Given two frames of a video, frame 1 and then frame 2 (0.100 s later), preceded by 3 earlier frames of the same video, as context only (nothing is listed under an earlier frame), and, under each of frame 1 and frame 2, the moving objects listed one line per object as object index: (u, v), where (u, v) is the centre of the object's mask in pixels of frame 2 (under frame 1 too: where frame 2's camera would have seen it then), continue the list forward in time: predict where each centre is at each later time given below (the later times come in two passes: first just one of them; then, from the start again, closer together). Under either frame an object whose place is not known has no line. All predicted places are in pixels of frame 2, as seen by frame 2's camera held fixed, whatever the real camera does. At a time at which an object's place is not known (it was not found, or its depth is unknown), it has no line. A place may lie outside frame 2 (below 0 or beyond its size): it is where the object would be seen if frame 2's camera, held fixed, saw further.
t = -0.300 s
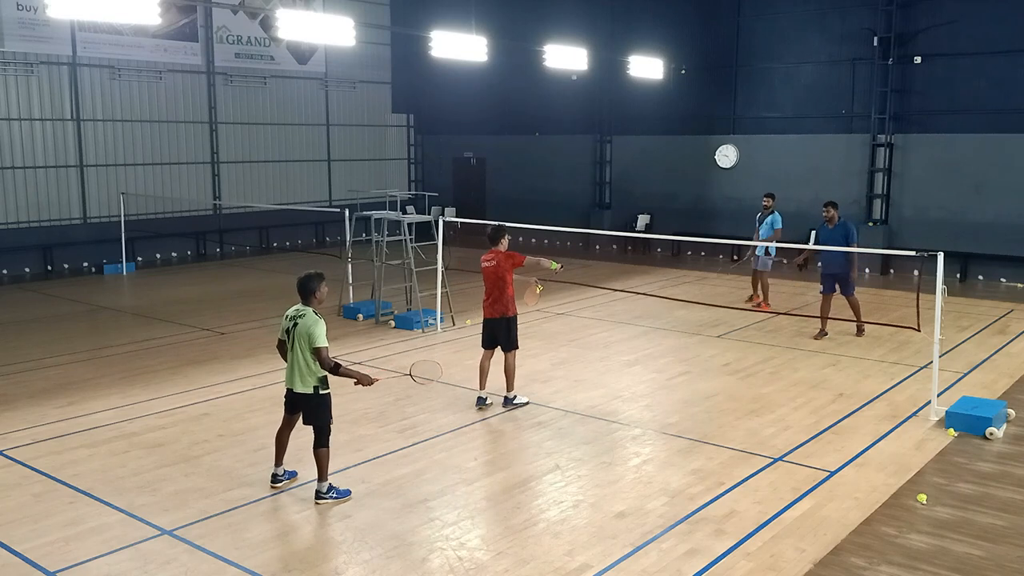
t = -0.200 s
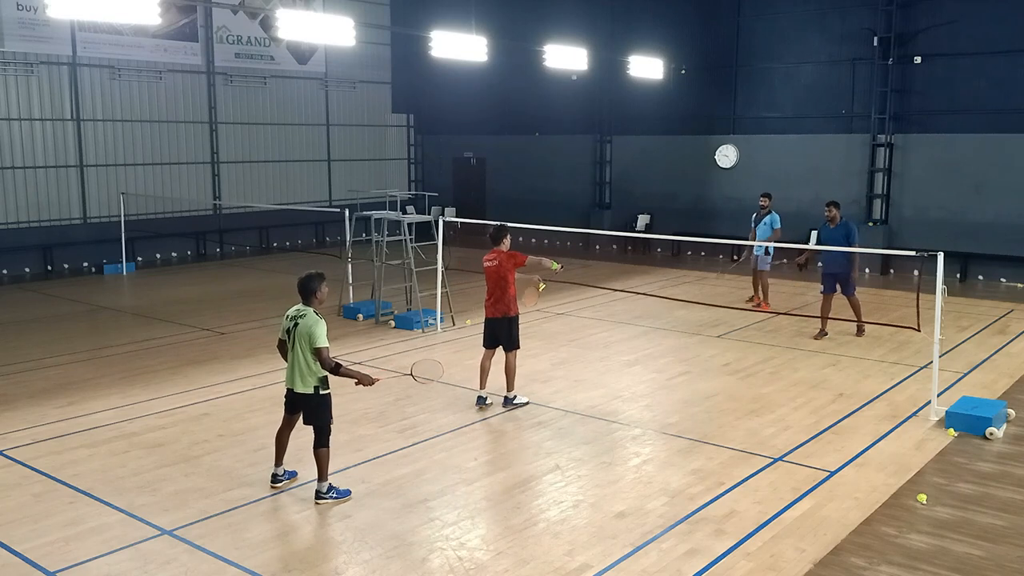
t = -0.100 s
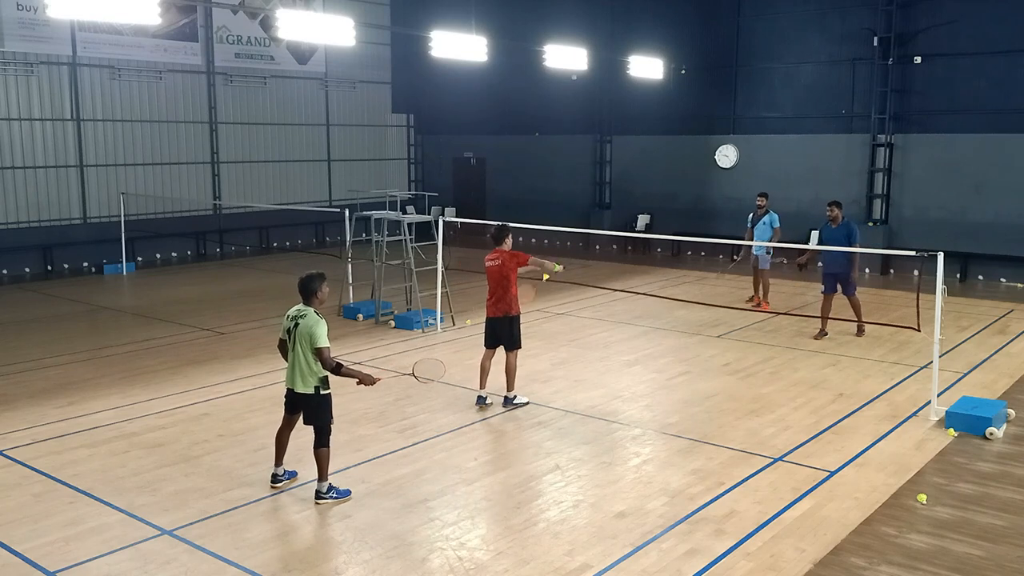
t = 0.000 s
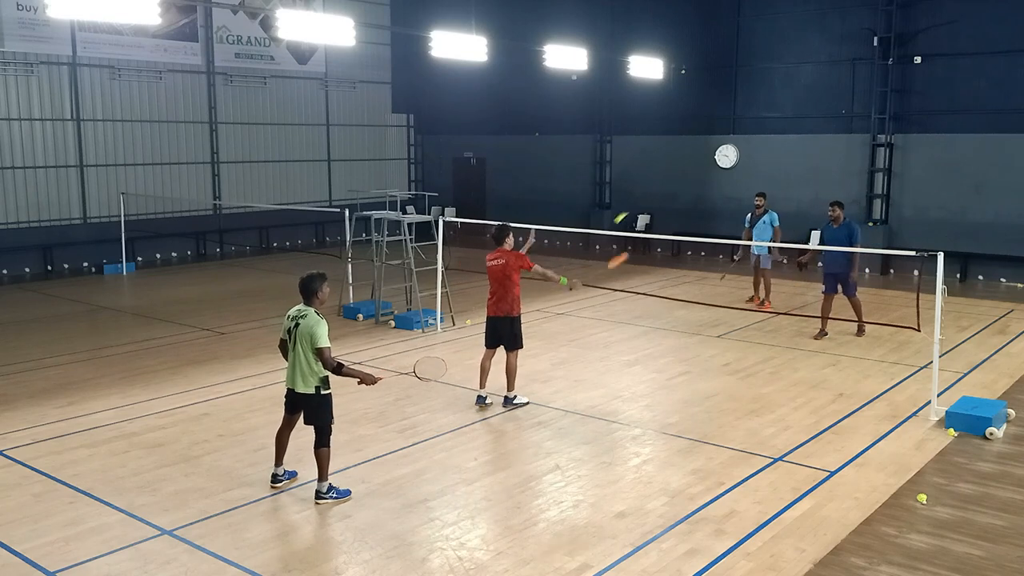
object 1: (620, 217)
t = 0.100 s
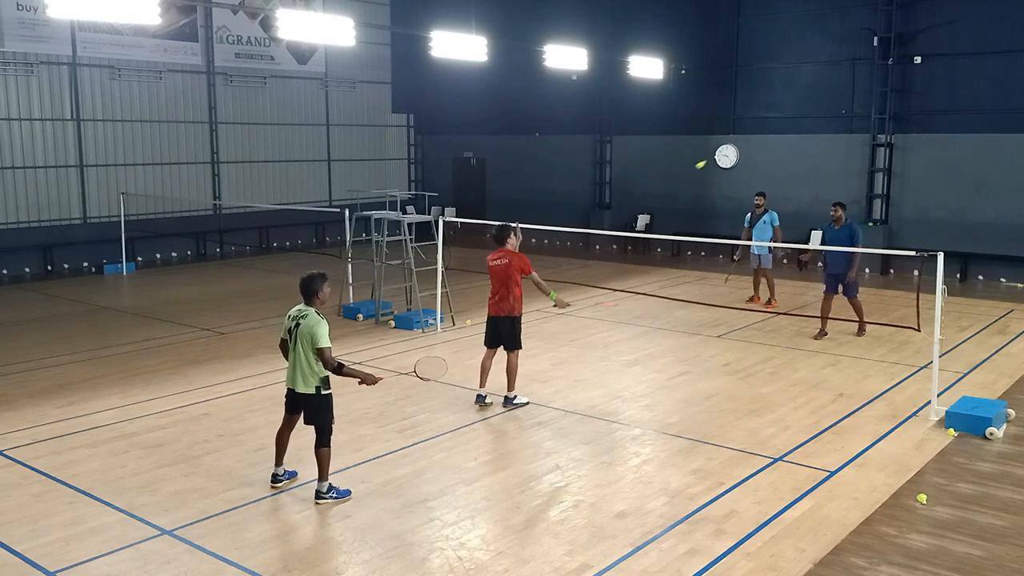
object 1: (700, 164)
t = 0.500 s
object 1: (858, 115)
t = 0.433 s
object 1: (841, 112)
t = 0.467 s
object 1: (849, 113)
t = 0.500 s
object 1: (858, 115)
